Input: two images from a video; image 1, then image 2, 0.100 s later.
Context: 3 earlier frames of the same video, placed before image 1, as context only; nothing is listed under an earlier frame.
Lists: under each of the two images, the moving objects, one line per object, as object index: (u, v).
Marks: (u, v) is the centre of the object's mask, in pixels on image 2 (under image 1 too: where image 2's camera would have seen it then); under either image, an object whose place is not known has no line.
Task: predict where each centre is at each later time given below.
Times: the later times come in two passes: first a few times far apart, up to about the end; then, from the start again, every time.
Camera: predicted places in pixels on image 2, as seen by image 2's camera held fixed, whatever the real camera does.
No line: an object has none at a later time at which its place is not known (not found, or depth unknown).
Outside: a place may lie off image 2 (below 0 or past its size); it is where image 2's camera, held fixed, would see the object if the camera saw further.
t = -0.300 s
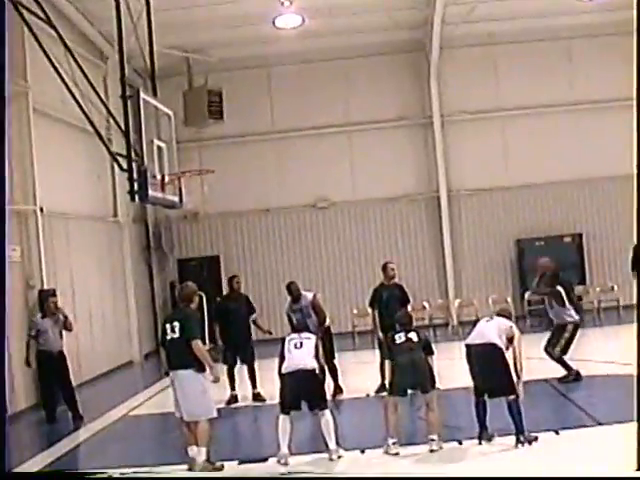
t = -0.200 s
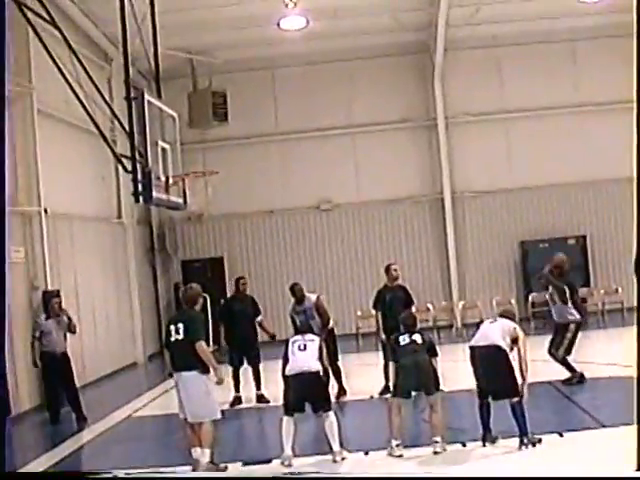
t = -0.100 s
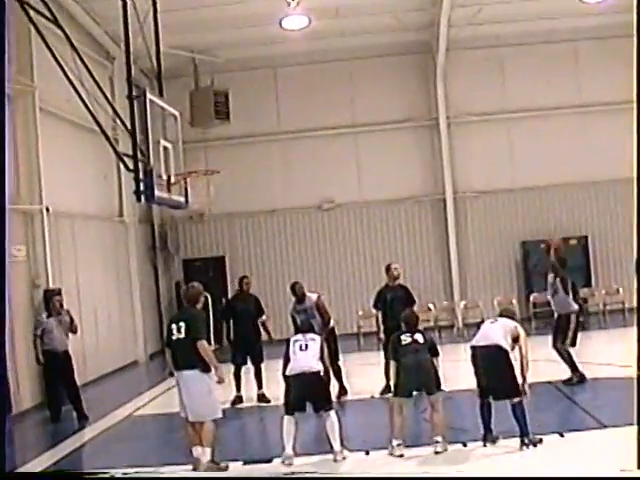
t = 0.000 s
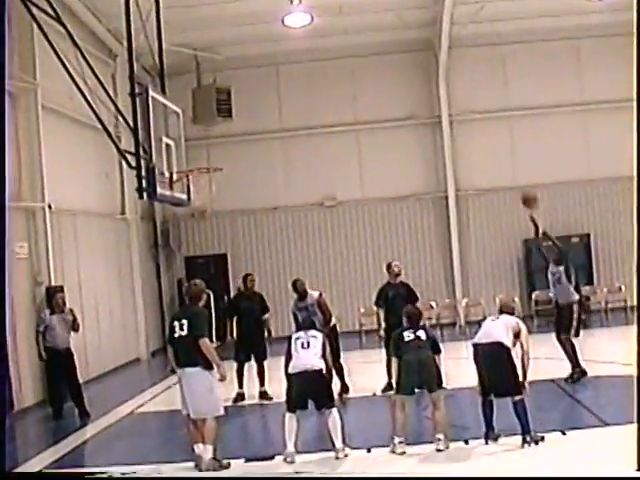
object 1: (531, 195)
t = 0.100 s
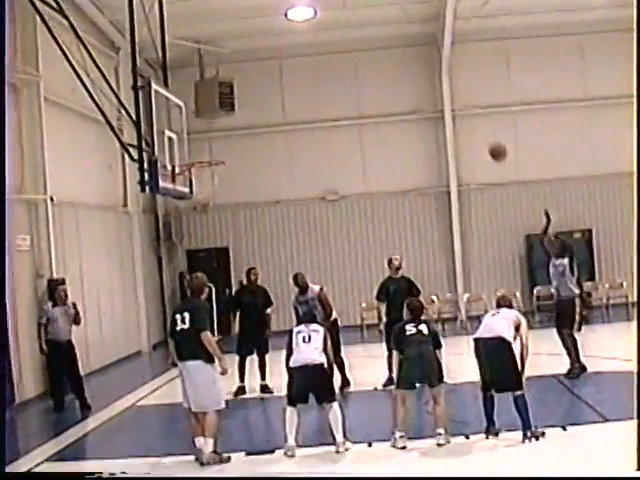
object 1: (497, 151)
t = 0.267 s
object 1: (440, 97)
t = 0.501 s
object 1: (364, 57)
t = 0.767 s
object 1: (280, 65)
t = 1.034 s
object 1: (198, 130)
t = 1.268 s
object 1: (179, 141)
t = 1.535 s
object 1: (184, 160)
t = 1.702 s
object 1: (190, 204)
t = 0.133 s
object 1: (486, 139)
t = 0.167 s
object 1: (474, 127)
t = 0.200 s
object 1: (463, 116)
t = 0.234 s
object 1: (452, 107)
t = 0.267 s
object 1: (440, 97)
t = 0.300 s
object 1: (430, 90)
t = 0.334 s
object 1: (419, 81)
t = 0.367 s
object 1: (408, 75)
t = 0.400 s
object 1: (398, 69)
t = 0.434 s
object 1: (387, 65)
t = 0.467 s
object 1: (376, 60)
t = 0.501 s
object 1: (364, 57)
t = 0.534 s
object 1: (354, 55)
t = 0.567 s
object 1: (344, 54)
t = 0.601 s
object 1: (333, 53)
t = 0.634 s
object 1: (322, 54)
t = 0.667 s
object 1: (312, 55)
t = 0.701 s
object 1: (302, 56)
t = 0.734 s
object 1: (291, 60)
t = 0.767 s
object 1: (280, 65)
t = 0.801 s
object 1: (270, 69)
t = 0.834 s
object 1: (259, 75)
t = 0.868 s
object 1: (248, 82)
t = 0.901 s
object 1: (239, 89)
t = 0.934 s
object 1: (230, 96)
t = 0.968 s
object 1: (221, 106)
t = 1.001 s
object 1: (208, 118)
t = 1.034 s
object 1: (198, 130)
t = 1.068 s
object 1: (188, 143)
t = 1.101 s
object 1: (179, 156)
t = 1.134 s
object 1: (178, 154)
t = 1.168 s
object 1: (178, 148)
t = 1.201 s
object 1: (178, 146)
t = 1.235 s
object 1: (178, 143)
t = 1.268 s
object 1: (179, 141)
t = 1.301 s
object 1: (179, 139)
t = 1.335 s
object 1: (179, 140)
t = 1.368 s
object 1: (180, 140)
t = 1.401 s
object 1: (180, 142)
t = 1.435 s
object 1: (180, 144)
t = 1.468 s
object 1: (182, 149)
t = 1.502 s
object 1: (182, 154)
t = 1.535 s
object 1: (184, 160)
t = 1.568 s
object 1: (184, 166)
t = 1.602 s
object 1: (187, 174)
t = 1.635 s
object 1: (187, 183)
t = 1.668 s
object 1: (189, 192)
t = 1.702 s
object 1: (190, 204)
